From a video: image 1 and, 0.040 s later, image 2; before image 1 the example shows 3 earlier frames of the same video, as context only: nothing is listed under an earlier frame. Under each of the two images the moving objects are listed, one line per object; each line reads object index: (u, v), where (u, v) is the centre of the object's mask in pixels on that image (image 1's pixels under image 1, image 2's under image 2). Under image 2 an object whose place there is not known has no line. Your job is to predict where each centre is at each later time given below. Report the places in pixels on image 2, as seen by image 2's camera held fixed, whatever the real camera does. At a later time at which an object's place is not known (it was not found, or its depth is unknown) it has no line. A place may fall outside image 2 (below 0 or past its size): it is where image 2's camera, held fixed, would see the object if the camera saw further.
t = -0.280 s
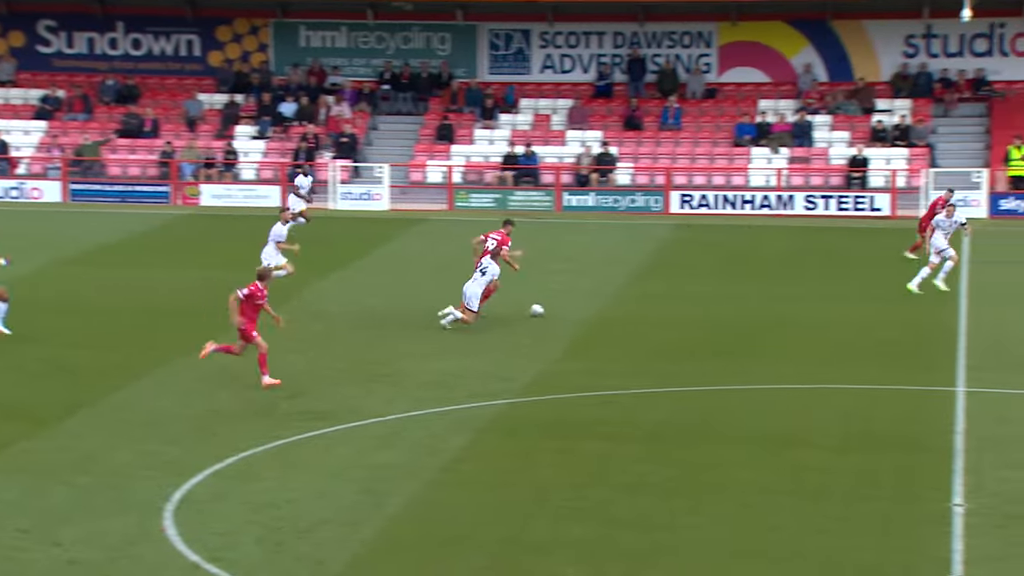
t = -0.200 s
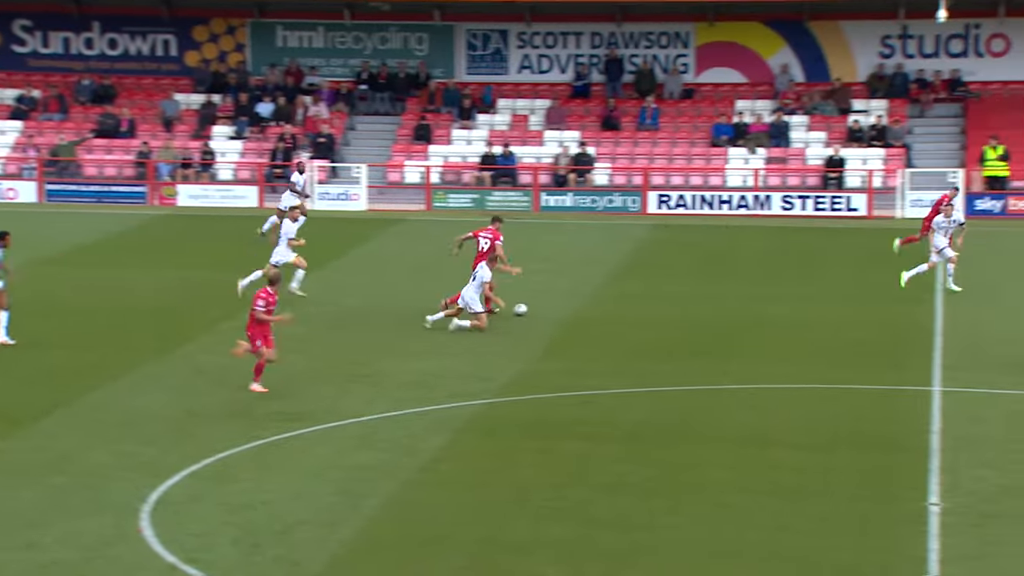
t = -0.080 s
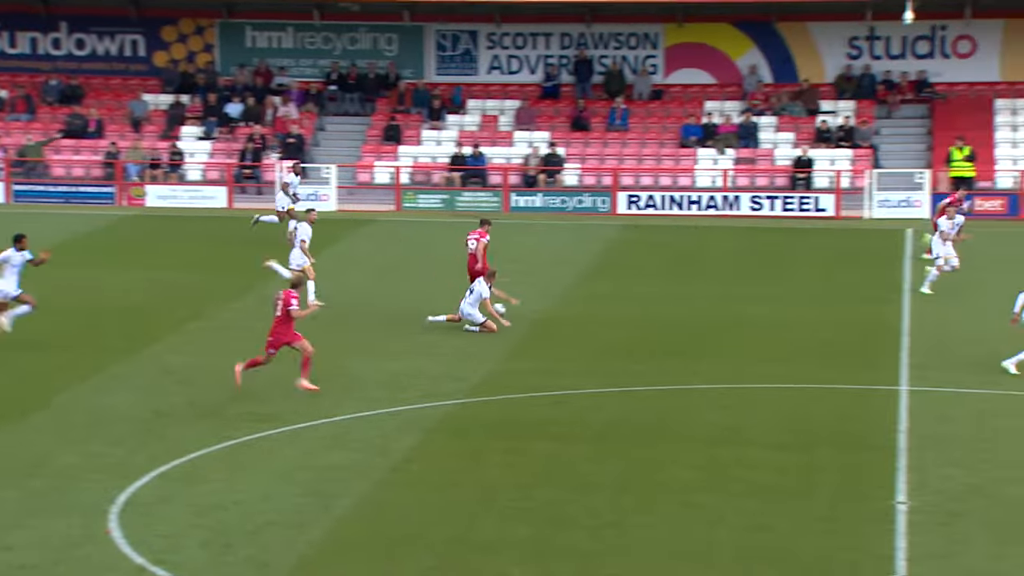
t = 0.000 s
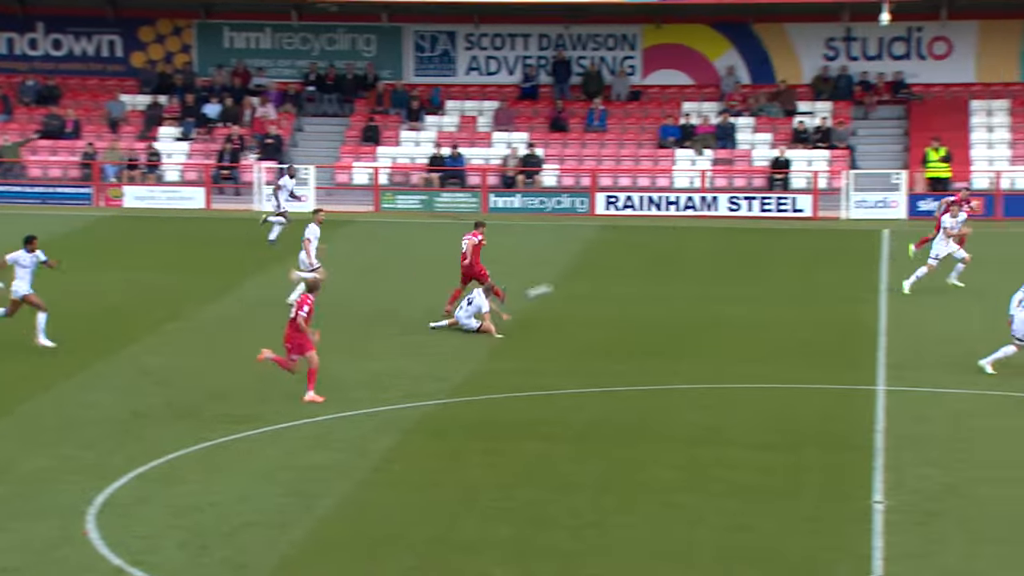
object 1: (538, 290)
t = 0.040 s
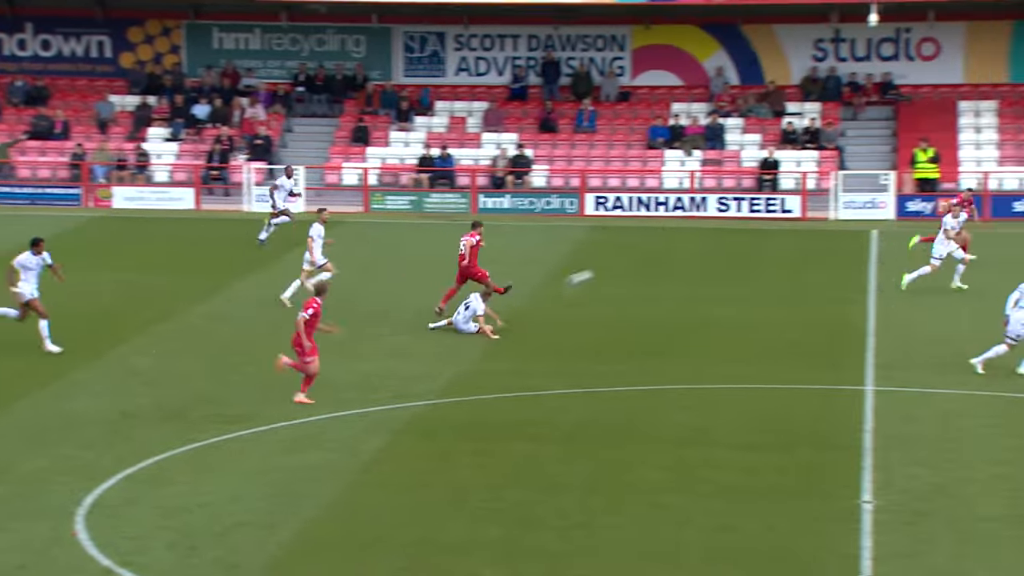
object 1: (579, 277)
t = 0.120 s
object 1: (678, 254)
